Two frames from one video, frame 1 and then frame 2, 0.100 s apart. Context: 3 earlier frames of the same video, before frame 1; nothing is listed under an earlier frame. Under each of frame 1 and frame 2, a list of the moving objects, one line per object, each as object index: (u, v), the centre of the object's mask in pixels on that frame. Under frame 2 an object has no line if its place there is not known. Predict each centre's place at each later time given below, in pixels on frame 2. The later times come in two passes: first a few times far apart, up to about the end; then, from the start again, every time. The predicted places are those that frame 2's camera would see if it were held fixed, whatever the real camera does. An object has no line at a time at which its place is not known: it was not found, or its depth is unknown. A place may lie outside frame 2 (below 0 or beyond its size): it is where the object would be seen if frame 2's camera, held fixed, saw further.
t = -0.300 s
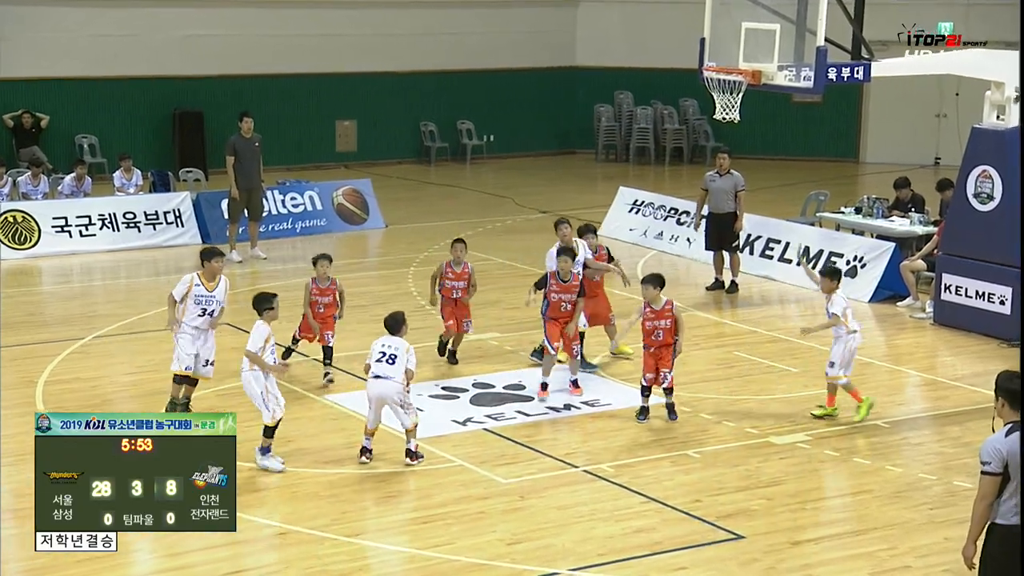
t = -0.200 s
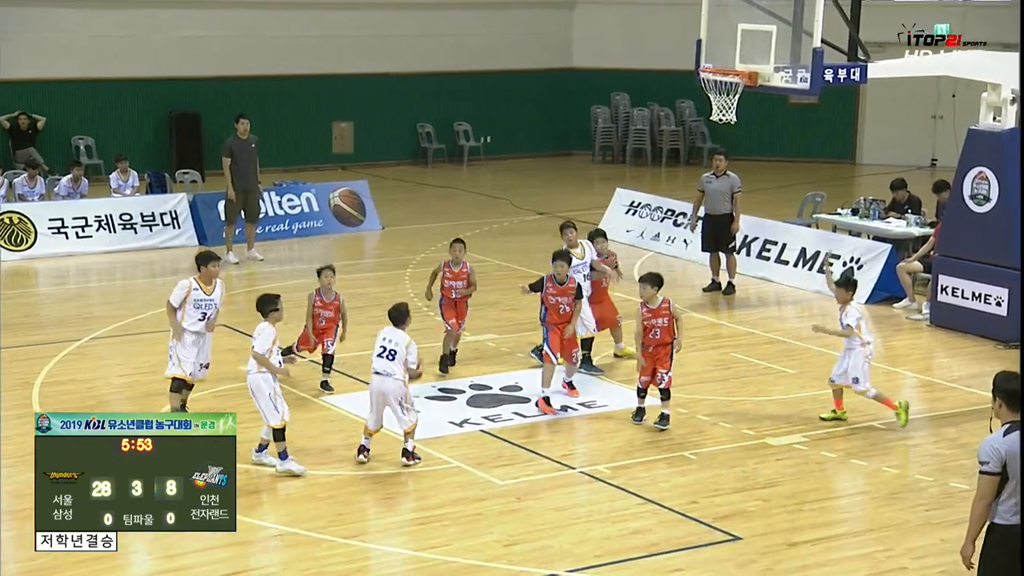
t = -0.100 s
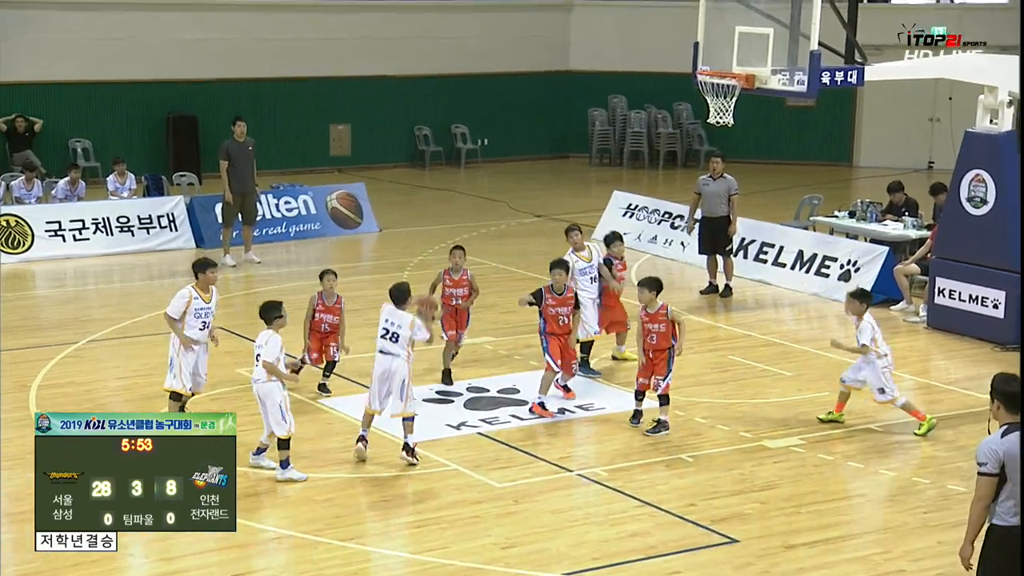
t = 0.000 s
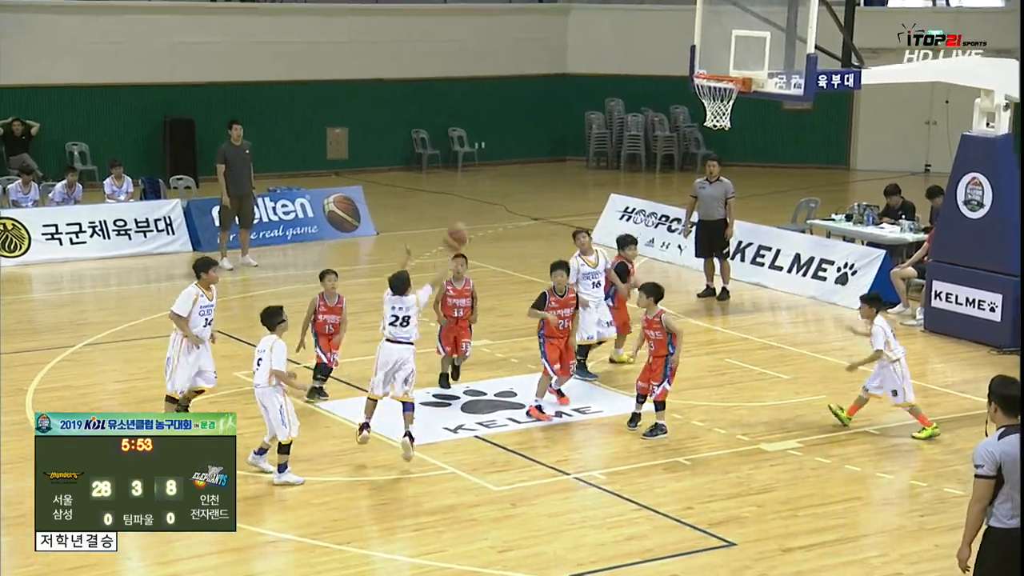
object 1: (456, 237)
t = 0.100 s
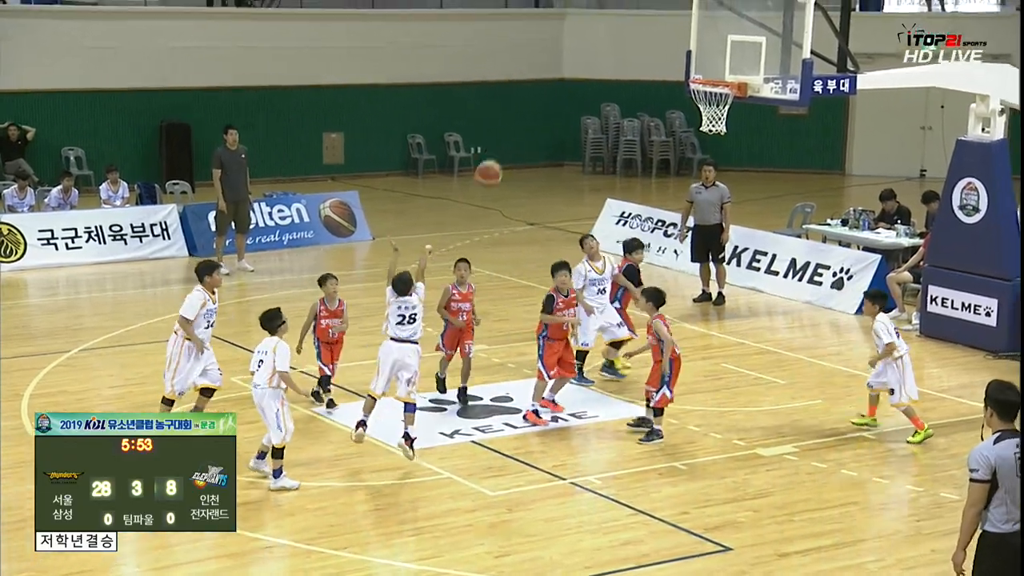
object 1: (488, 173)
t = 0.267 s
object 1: (544, 88)
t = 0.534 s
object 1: (625, 16)
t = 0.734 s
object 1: (680, 13)
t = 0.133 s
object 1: (499, 154)
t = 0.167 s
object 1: (511, 135)
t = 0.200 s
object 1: (521, 118)
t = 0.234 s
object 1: (532, 102)
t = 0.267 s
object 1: (544, 88)
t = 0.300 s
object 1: (554, 74)
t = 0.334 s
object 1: (565, 61)
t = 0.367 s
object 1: (576, 50)
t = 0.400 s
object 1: (586, 42)
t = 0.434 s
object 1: (597, 33)
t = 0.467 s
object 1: (606, 27)
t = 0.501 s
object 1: (616, 22)
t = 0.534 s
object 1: (625, 16)
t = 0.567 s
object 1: (635, 13)
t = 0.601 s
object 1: (644, 11)
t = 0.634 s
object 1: (654, 9)
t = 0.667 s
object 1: (662, 10)
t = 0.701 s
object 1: (672, 11)
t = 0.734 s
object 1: (680, 13)
